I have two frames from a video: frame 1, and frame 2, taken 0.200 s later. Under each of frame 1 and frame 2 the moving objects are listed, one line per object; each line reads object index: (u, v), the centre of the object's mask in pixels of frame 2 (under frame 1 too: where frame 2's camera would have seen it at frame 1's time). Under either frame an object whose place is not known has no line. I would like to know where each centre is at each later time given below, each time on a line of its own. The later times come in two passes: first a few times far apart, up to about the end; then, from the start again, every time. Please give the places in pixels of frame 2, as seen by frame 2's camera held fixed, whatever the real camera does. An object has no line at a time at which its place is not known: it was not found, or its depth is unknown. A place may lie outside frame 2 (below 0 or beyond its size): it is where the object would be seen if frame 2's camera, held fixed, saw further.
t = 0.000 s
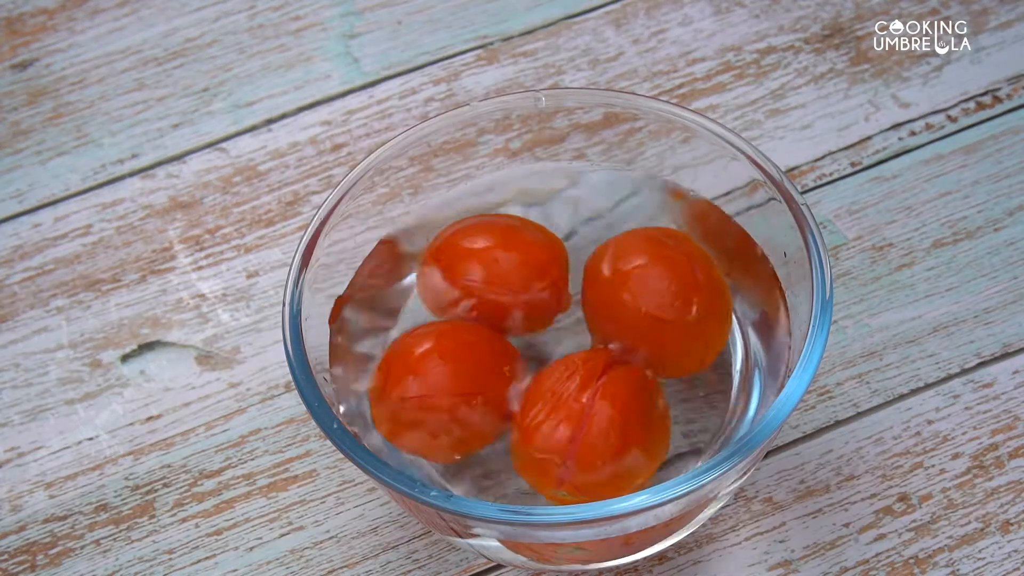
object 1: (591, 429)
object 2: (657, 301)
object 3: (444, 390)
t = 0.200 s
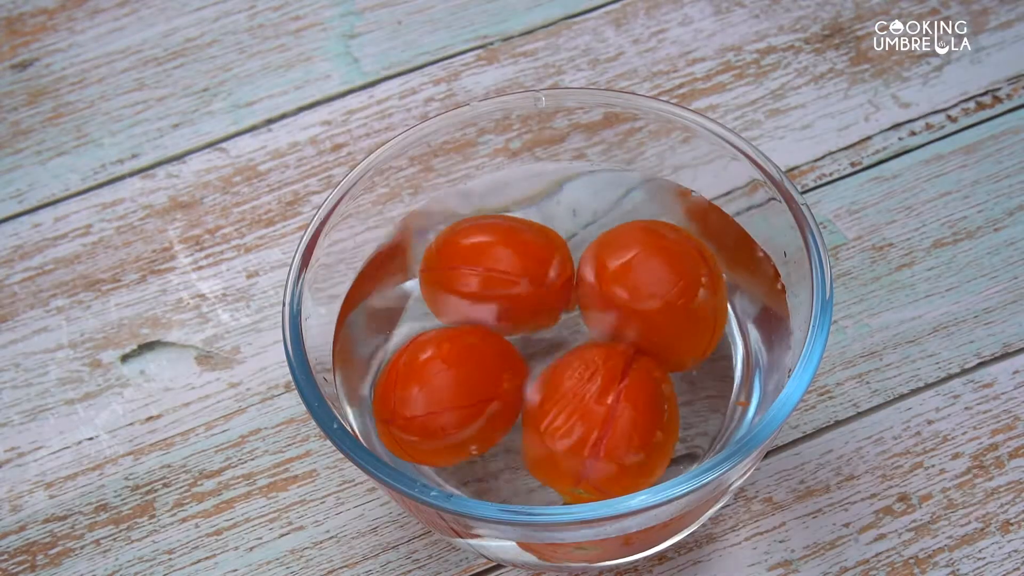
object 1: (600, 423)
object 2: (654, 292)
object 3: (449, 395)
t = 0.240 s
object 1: (603, 421)
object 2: (653, 290)
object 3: (448, 397)
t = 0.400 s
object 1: (609, 416)
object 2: (650, 288)
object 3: (448, 404)
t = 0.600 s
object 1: (616, 419)
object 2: (647, 285)
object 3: (448, 405)
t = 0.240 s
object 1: (603, 421)
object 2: (653, 290)
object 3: (448, 397)
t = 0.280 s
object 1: (604, 419)
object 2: (654, 289)
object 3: (448, 400)
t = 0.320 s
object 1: (606, 418)
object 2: (652, 288)
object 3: (447, 402)
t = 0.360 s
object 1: (607, 416)
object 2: (651, 288)
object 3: (447, 404)
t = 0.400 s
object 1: (609, 416)
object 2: (650, 288)
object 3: (448, 404)
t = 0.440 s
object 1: (609, 416)
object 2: (649, 287)
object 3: (448, 405)
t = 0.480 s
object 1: (611, 416)
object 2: (649, 286)
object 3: (449, 406)
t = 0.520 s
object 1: (612, 417)
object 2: (648, 286)
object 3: (448, 406)
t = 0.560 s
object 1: (614, 418)
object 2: (647, 285)
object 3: (448, 405)
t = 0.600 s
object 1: (616, 419)
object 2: (647, 285)
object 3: (448, 405)
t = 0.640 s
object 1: (618, 418)
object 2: (648, 284)
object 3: (449, 406)
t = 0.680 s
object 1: (619, 417)
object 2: (648, 284)
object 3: (450, 407)
